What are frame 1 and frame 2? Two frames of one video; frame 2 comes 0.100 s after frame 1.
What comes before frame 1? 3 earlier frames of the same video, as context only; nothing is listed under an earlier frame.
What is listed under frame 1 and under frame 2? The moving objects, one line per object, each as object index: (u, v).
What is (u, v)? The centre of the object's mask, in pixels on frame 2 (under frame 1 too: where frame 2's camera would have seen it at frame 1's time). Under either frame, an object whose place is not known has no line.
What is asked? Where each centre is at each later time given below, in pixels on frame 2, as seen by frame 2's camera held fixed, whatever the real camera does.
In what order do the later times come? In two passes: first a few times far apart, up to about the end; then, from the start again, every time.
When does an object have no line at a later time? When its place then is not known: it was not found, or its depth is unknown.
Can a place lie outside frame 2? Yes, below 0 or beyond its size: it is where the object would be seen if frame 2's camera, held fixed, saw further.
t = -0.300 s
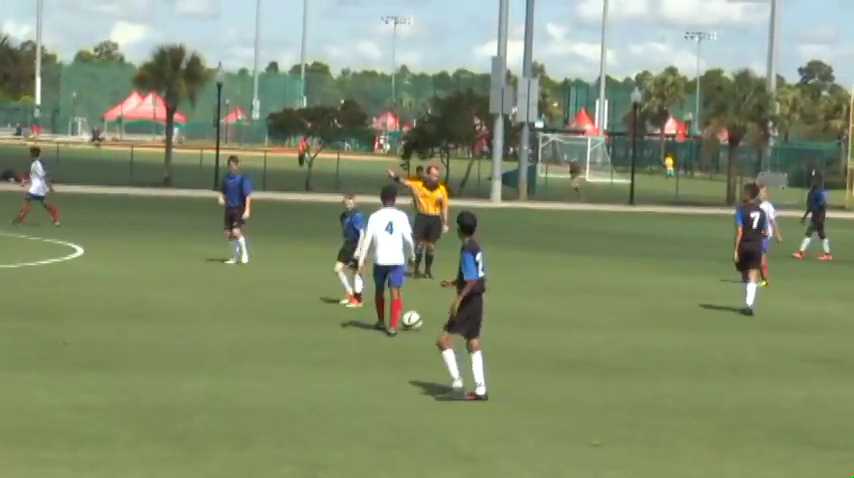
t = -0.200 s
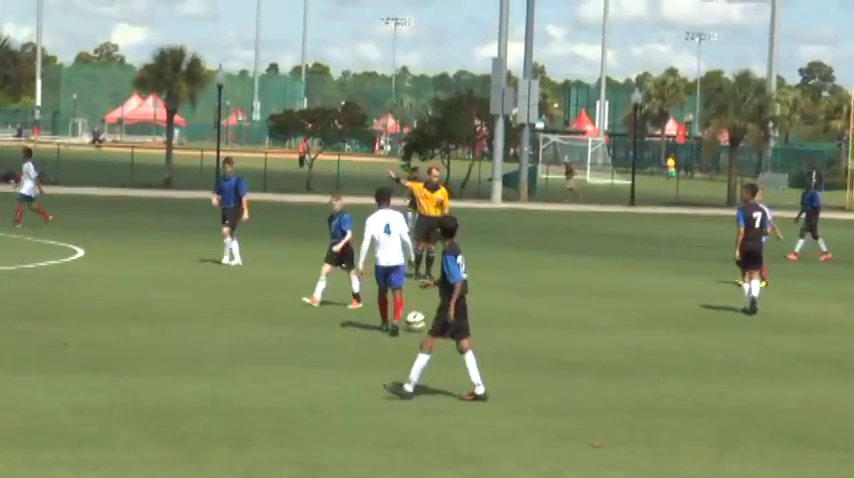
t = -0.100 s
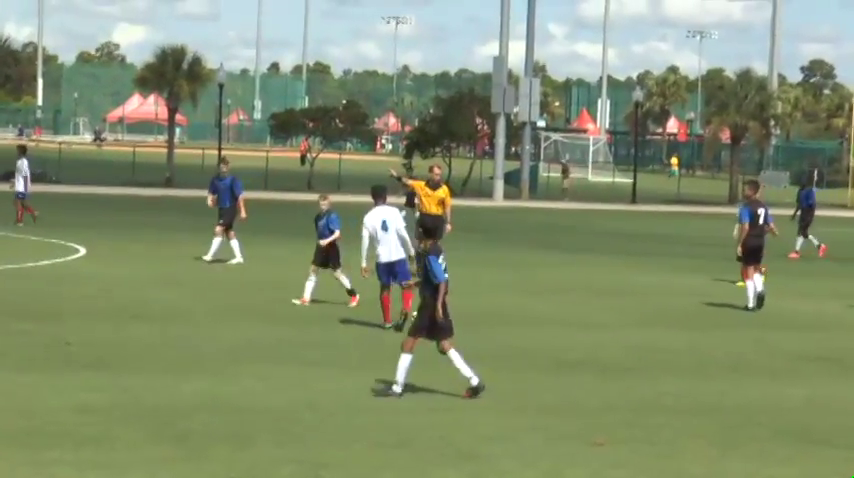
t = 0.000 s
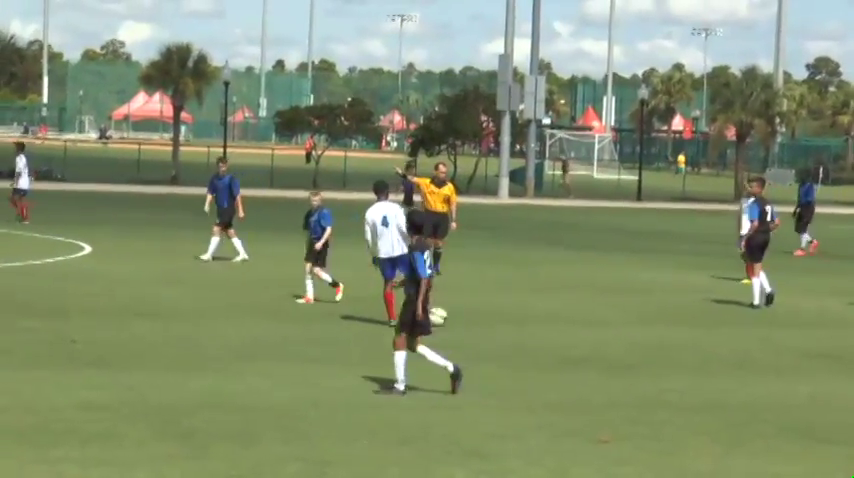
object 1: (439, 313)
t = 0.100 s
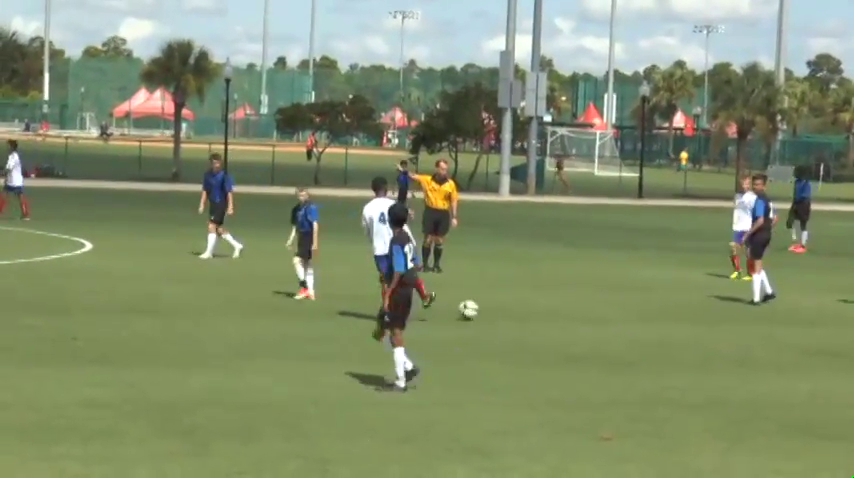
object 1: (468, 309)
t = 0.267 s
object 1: (511, 307)
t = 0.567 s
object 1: (565, 303)
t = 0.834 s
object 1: (601, 301)
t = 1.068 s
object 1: (620, 298)
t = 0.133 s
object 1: (478, 309)
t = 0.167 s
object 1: (487, 310)
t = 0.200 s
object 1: (495, 309)
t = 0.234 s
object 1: (503, 308)
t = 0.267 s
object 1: (511, 307)
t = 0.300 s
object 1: (518, 307)
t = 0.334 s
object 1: (525, 307)
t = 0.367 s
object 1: (532, 307)
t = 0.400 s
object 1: (539, 306)
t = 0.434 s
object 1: (544, 305)
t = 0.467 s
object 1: (549, 304)
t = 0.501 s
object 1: (555, 304)
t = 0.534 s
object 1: (560, 305)
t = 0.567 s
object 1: (565, 303)
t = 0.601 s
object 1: (572, 303)
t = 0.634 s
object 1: (576, 302)
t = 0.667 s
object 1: (580, 302)
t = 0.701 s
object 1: (584, 302)
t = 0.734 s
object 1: (589, 302)
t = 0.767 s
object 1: (593, 302)
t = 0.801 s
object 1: (597, 301)
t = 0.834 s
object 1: (601, 301)
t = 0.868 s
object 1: (604, 300)
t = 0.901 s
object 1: (604, 300)
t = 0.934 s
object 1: (607, 300)
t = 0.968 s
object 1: (610, 299)
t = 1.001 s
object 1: (615, 299)
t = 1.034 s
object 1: (618, 299)
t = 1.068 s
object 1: (620, 298)
